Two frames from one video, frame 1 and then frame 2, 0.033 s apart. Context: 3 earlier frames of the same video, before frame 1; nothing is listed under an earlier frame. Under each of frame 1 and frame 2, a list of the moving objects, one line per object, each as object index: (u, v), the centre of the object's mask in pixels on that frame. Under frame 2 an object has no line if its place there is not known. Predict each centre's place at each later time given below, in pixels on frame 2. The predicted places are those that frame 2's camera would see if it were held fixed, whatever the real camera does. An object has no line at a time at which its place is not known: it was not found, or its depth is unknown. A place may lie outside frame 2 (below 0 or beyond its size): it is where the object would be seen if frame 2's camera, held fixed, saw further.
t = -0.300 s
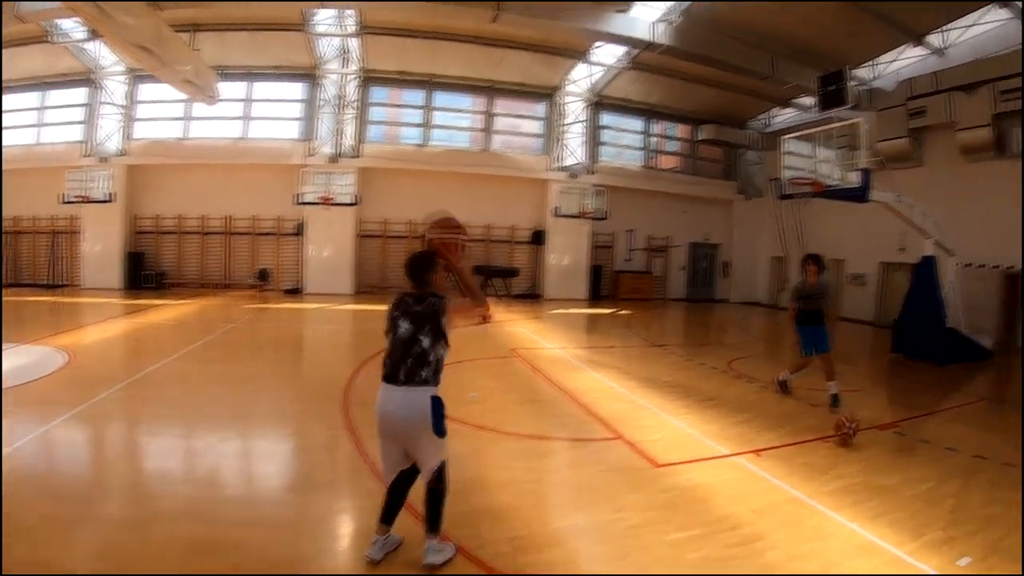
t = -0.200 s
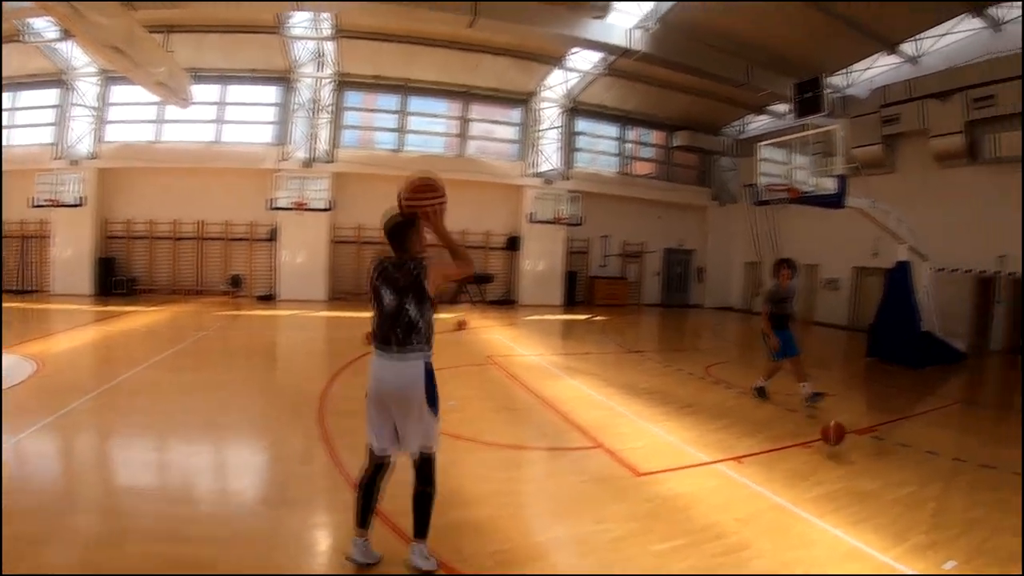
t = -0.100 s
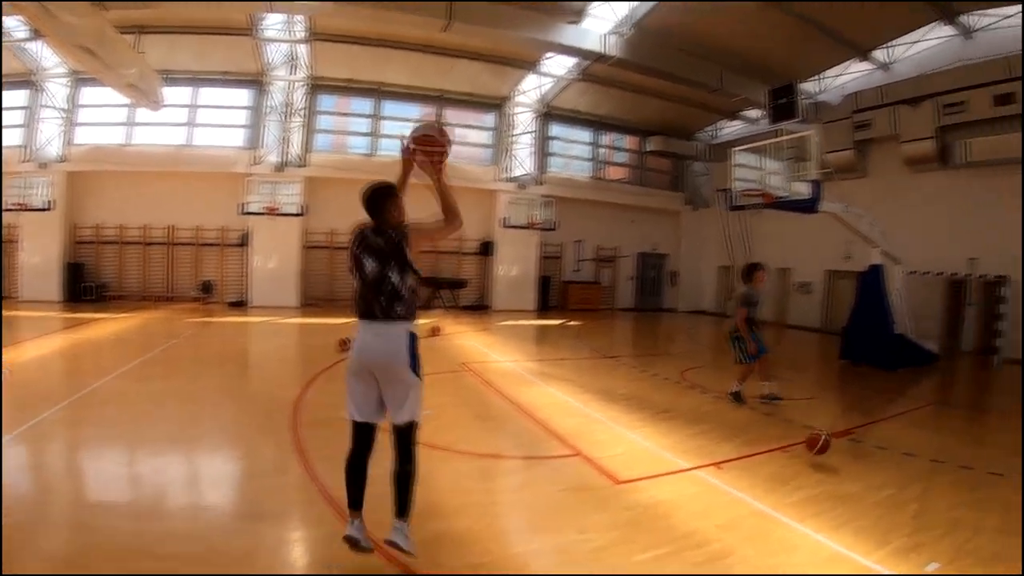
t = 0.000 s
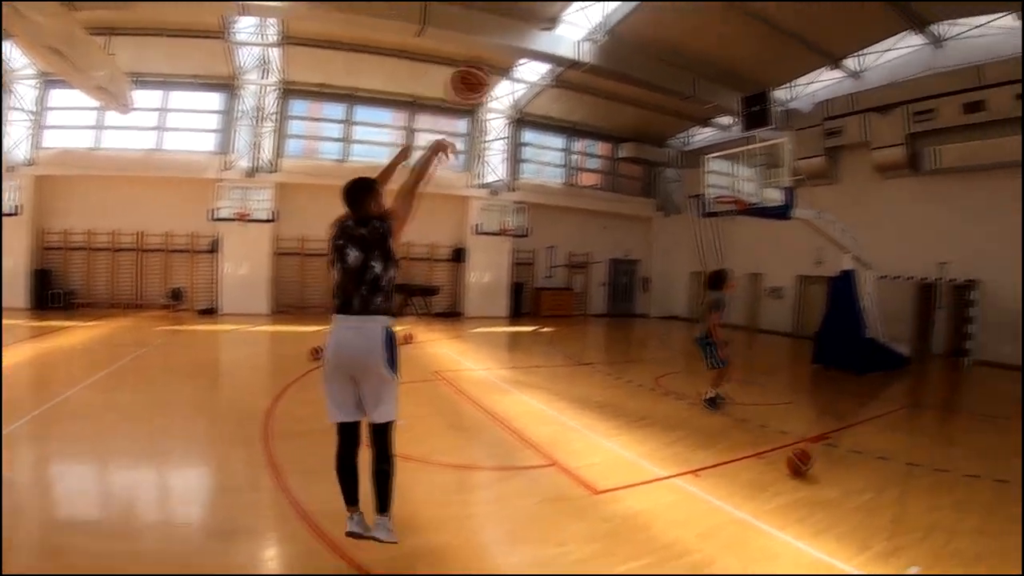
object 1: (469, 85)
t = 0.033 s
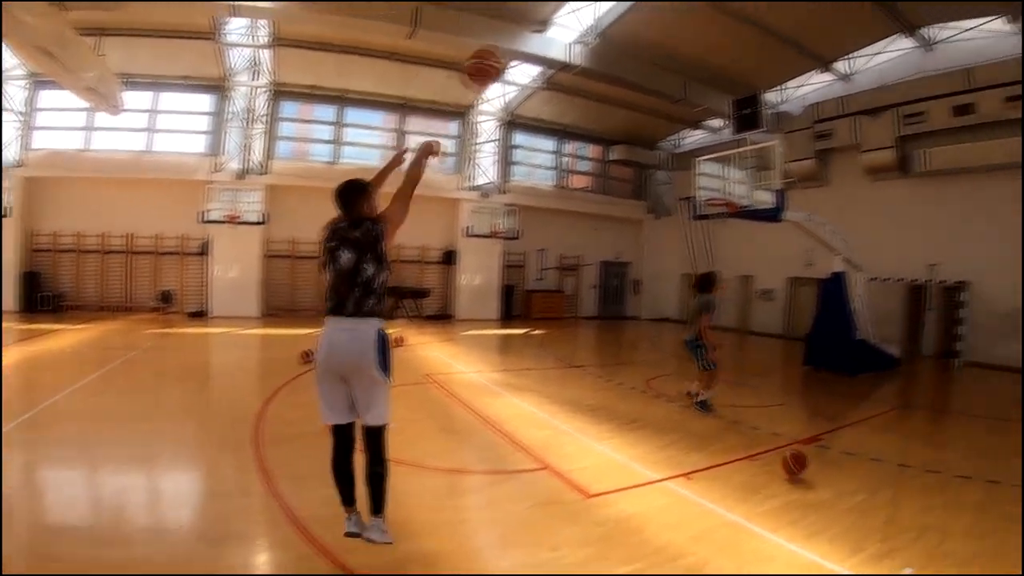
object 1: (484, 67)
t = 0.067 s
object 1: (504, 55)
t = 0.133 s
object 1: (543, 37)
